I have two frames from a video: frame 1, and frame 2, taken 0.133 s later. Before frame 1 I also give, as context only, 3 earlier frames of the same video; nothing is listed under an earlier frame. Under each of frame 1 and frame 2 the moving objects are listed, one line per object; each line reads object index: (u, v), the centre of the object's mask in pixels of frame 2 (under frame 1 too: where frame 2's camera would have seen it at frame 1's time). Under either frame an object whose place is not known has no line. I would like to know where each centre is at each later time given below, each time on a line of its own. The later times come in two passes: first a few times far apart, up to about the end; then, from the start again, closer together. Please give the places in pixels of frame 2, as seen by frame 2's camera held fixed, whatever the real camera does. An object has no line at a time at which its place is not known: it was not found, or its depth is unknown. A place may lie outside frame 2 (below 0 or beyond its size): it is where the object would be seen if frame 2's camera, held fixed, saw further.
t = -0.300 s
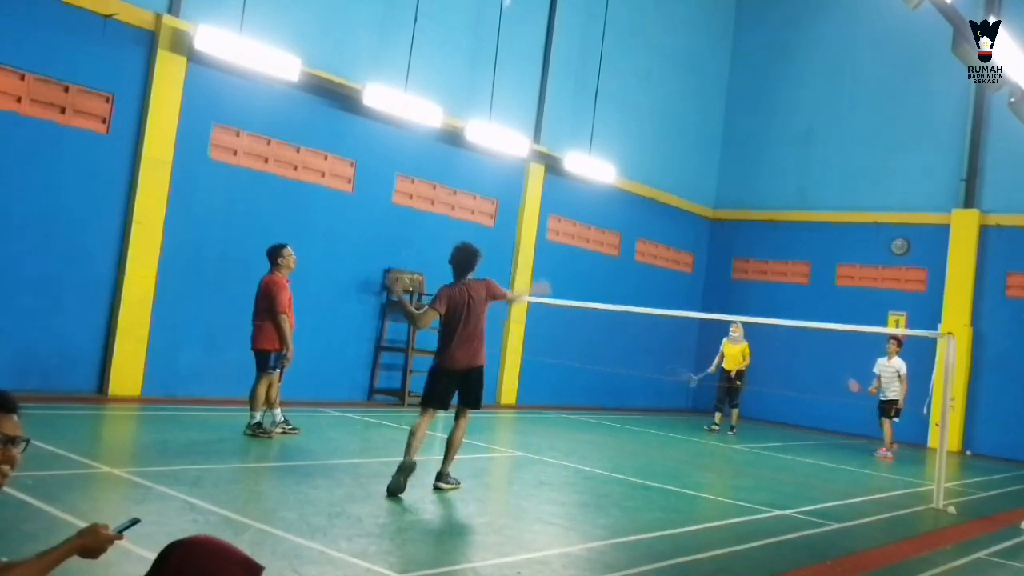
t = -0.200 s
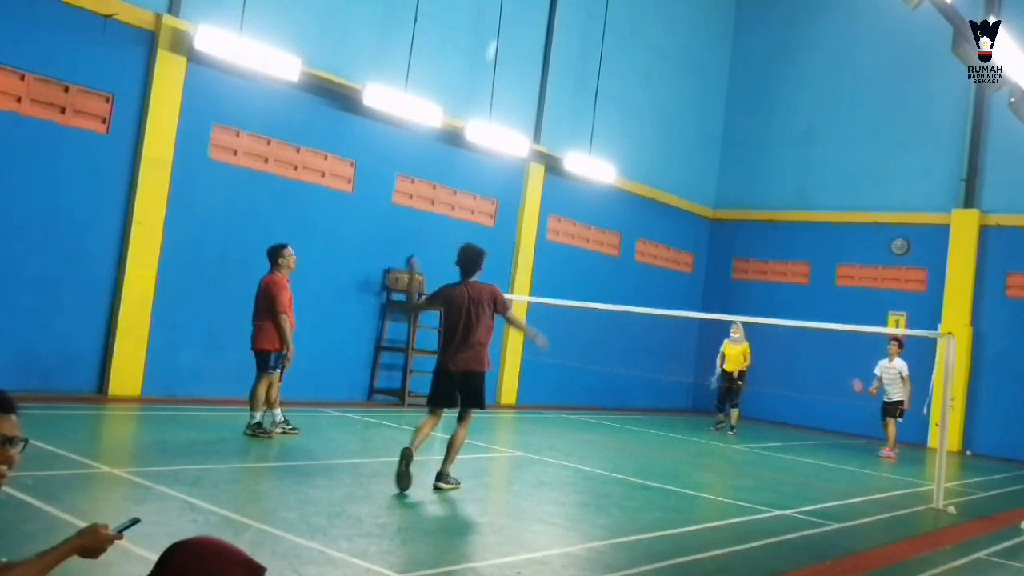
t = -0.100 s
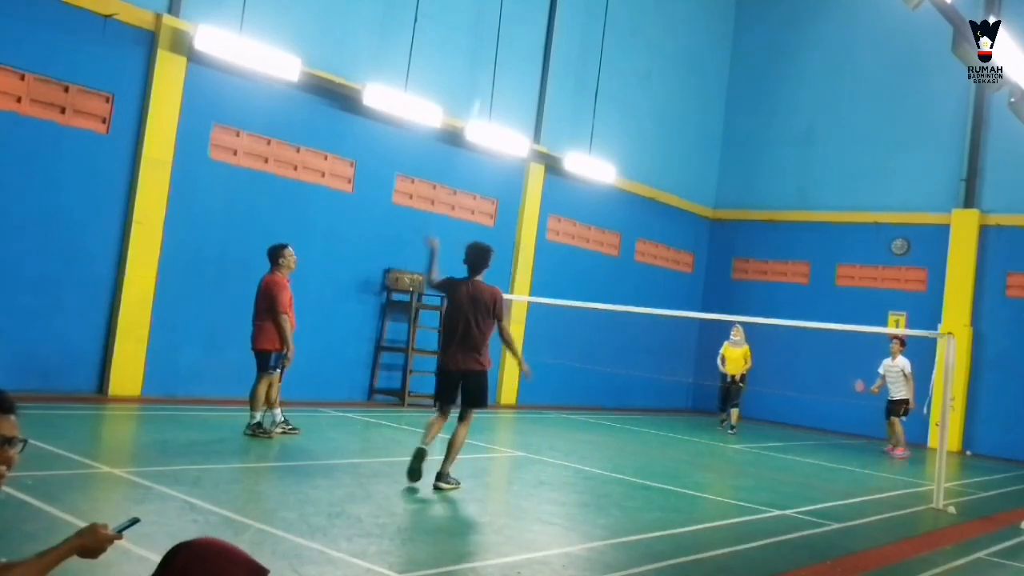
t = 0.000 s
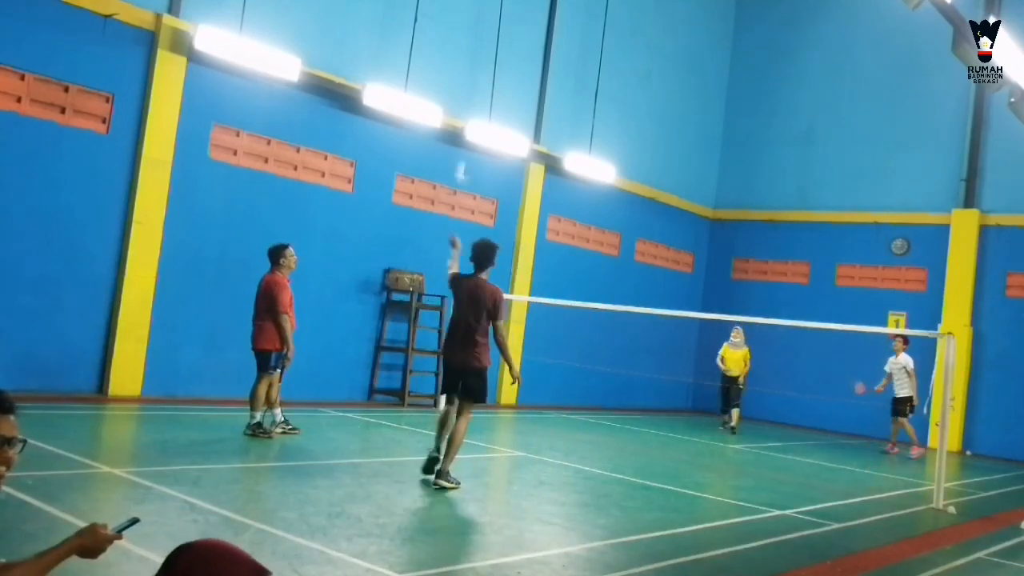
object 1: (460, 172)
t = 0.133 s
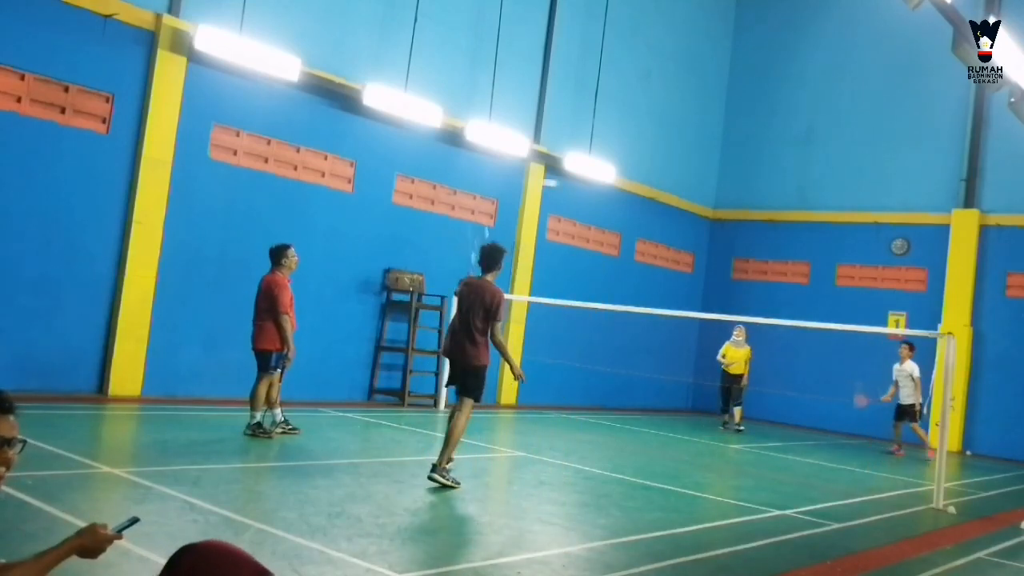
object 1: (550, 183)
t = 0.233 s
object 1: (589, 191)
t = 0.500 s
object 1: (641, 231)
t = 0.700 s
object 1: (664, 279)
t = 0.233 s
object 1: (589, 191)
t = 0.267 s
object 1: (599, 196)
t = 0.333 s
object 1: (608, 200)
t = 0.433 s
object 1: (630, 217)
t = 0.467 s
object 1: (636, 224)
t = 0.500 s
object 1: (641, 231)
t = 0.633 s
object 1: (657, 261)
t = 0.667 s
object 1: (661, 271)
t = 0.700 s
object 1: (664, 279)
